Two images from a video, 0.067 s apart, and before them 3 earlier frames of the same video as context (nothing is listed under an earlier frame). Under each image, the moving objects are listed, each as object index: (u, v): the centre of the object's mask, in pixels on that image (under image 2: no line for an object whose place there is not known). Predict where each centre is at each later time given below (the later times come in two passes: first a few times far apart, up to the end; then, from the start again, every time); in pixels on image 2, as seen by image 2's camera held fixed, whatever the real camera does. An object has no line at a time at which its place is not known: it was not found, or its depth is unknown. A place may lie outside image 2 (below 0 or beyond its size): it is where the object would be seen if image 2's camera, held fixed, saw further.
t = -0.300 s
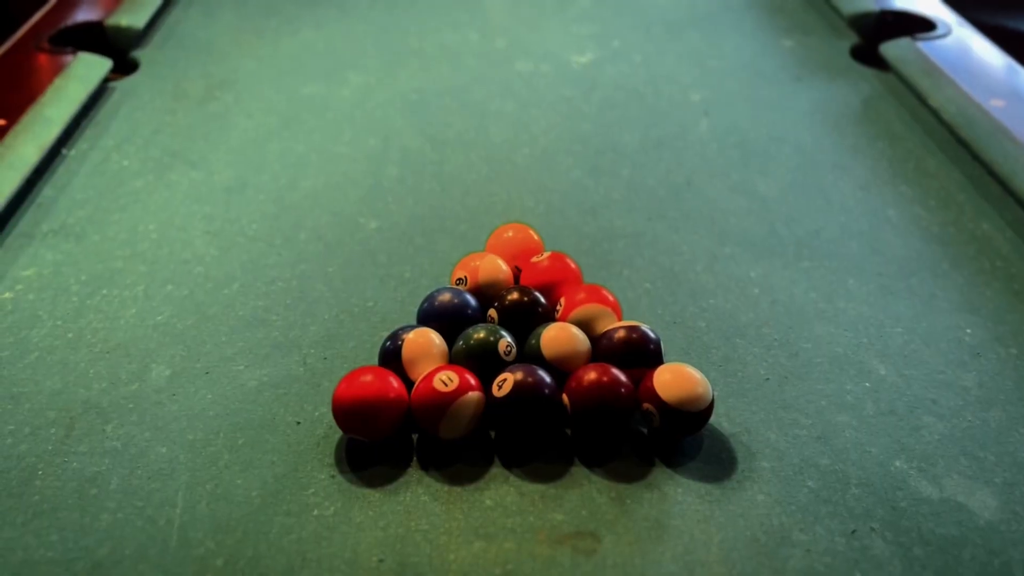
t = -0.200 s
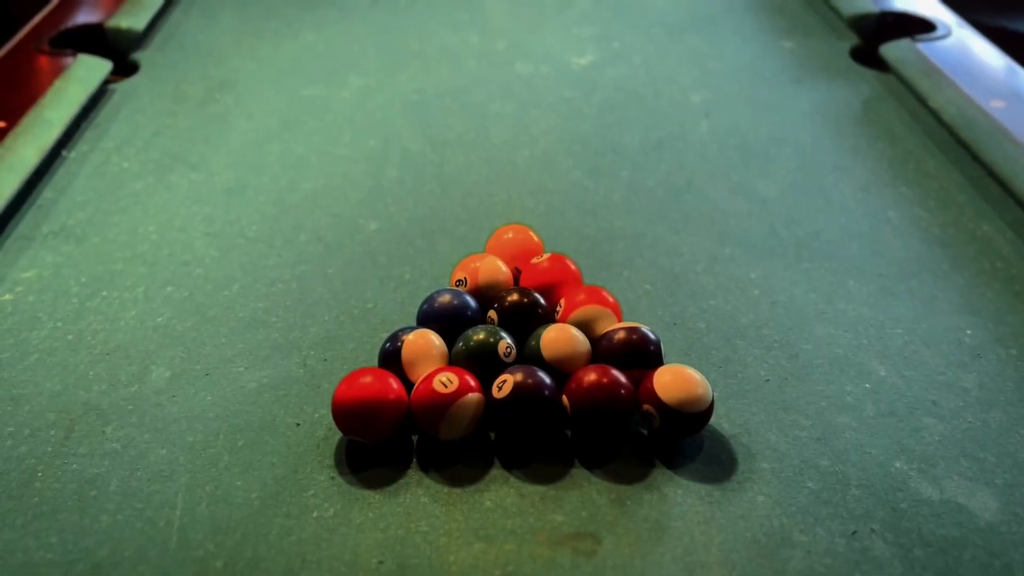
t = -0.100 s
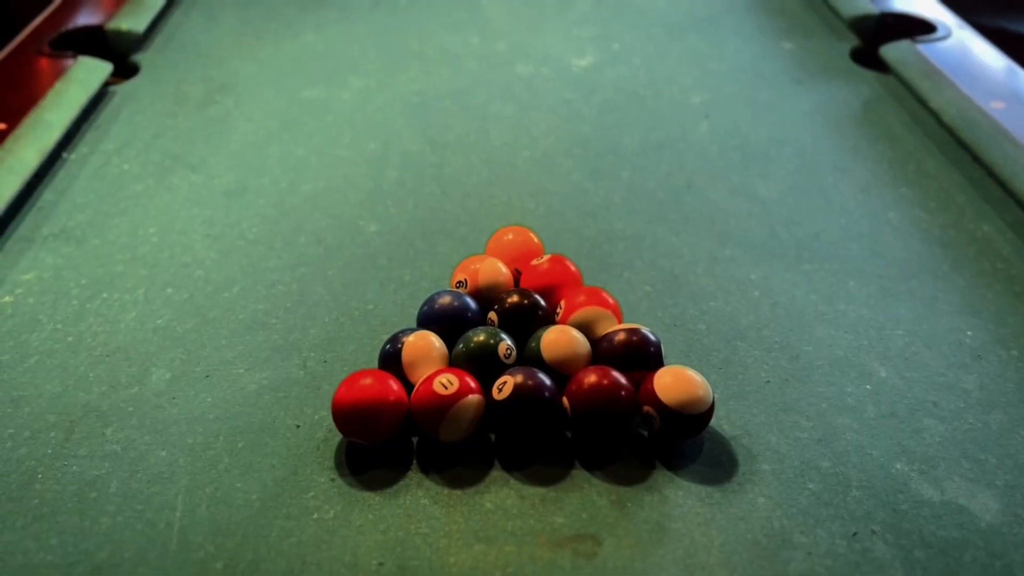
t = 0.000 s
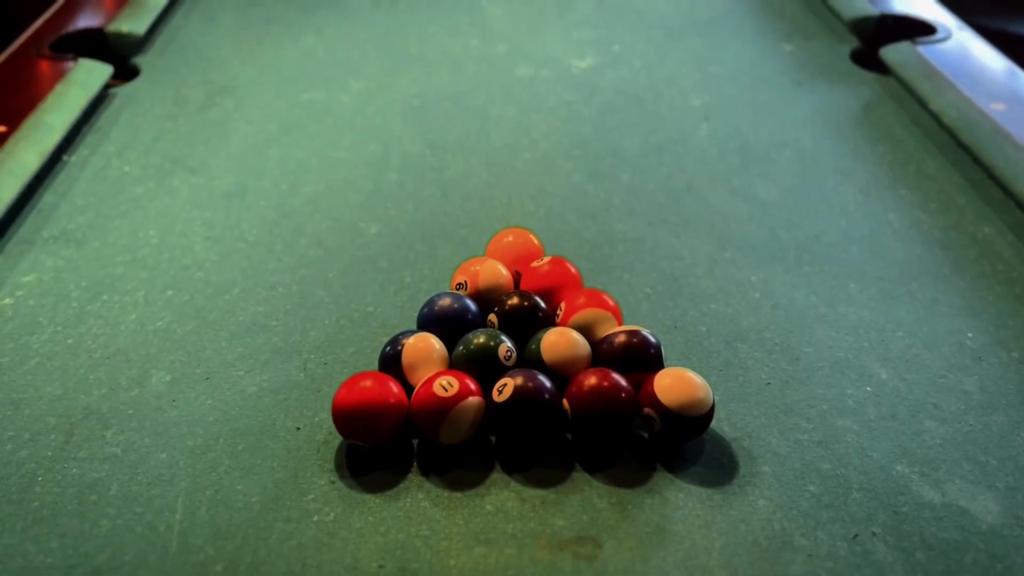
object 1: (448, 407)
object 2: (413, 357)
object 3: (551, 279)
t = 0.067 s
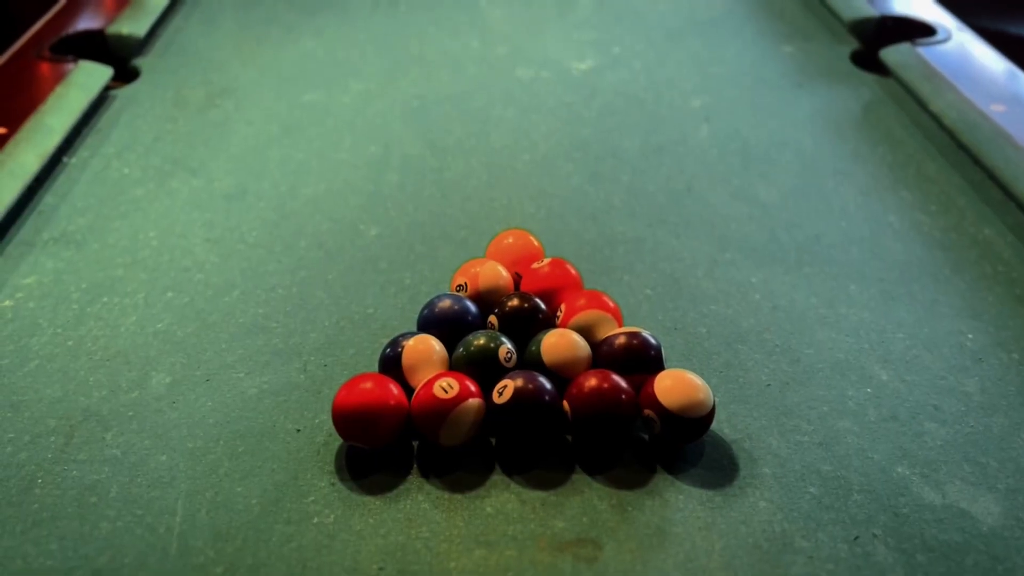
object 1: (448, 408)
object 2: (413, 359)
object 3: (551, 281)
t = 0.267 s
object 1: (448, 408)
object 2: (413, 359)
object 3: (551, 281)
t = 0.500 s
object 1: (448, 408)
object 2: (413, 359)
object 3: (551, 281)
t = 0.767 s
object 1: (449, 492)
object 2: (334, 366)
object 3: (630, 273)
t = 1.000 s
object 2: (256, 367)
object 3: (707, 258)
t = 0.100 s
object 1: (448, 409)
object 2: (413, 359)
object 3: (551, 281)
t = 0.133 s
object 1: (448, 408)
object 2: (413, 359)
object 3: (551, 281)
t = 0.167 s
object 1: (448, 408)
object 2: (413, 359)
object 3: (551, 281)
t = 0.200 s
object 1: (448, 408)
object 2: (413, 359)
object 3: (551, 281)
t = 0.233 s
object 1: (448, 408)
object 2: (413, 359)
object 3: (551, 281)
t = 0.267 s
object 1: (448, 408)
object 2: (413, 359)
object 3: (551, 281)
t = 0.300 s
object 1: (448, 408)
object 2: (413, 359)
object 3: (551, 281)
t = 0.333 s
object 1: (448, 408)
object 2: (413, 359)
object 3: (551, 281)
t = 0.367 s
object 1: (448, 408)
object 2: (413, 359)
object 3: (551, 281)
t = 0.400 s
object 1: (448, 408)
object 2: (413, 359)
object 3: (551, 281)
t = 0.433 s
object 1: (448, 408)
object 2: (413, 359)
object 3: (551, 281)
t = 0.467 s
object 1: (448, 408)
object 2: (413, 359)
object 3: (551, 281)
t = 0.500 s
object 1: (448, 408)
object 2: (413, 359)
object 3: (551, 281)
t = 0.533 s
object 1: (448, 408)
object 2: (413, 359)
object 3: (551, 281)
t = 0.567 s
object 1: (448, 410)
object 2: (412, 360)
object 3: (553, 281)
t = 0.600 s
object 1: (448, 424)
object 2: (398, 367)
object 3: (566, 279)
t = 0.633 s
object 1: (448, 437)
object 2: (385, 367)
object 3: (579, 276)
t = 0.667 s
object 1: (448, 450)
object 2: (372, 367)
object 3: (593, 274)
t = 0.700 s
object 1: (448, 463)
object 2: (359, 366)
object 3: (606, 273)
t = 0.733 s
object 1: (449, 478)
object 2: (347, 366)
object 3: (619, 273)
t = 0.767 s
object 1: (449, 492)
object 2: (334, 366)
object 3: (630, 273)
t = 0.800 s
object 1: (450, 501)
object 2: (323, 370)
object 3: (641, 271)
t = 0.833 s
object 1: (451, 506)
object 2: (311, 367)
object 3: (652, 270)
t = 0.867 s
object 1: (452, 510)
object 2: (300, 368)
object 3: (663, 267)
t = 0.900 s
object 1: (453, 512)
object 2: (289, 368)
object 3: (674, 265)
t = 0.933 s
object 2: (278, 367)
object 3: (685, 263)
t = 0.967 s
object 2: (267, 367)
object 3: (696, 261)
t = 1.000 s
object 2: (256, 367)
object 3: (707, 258)
